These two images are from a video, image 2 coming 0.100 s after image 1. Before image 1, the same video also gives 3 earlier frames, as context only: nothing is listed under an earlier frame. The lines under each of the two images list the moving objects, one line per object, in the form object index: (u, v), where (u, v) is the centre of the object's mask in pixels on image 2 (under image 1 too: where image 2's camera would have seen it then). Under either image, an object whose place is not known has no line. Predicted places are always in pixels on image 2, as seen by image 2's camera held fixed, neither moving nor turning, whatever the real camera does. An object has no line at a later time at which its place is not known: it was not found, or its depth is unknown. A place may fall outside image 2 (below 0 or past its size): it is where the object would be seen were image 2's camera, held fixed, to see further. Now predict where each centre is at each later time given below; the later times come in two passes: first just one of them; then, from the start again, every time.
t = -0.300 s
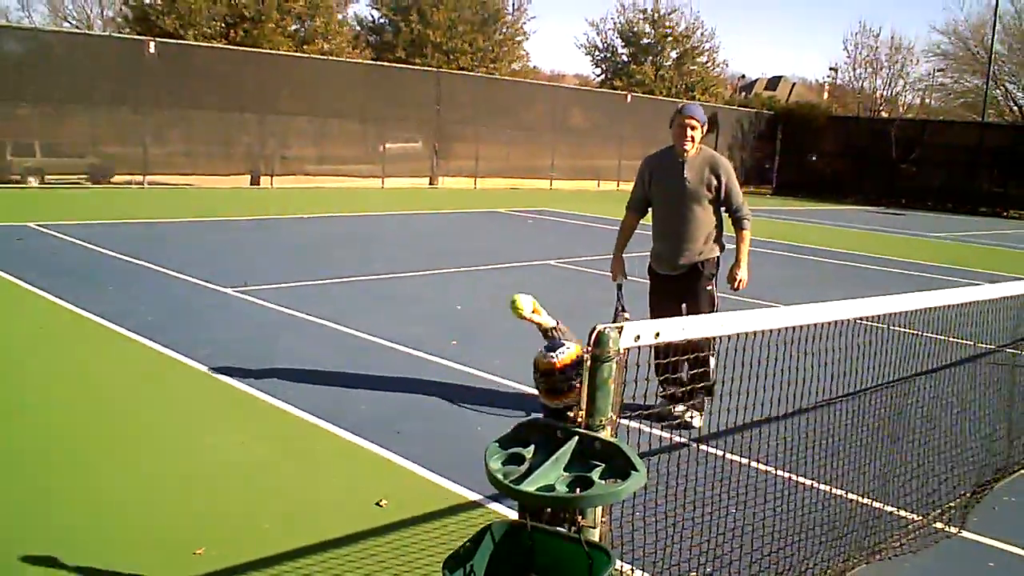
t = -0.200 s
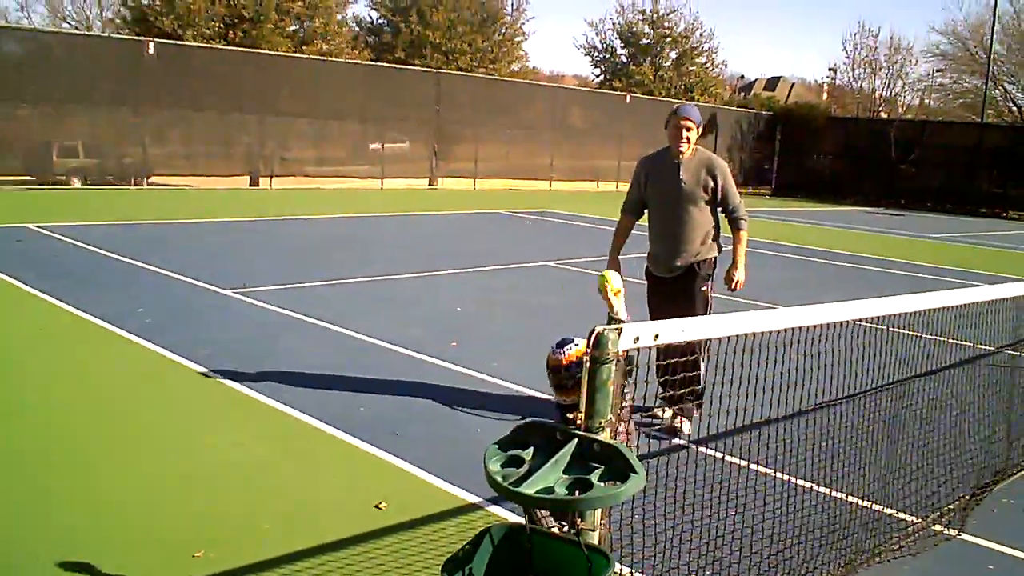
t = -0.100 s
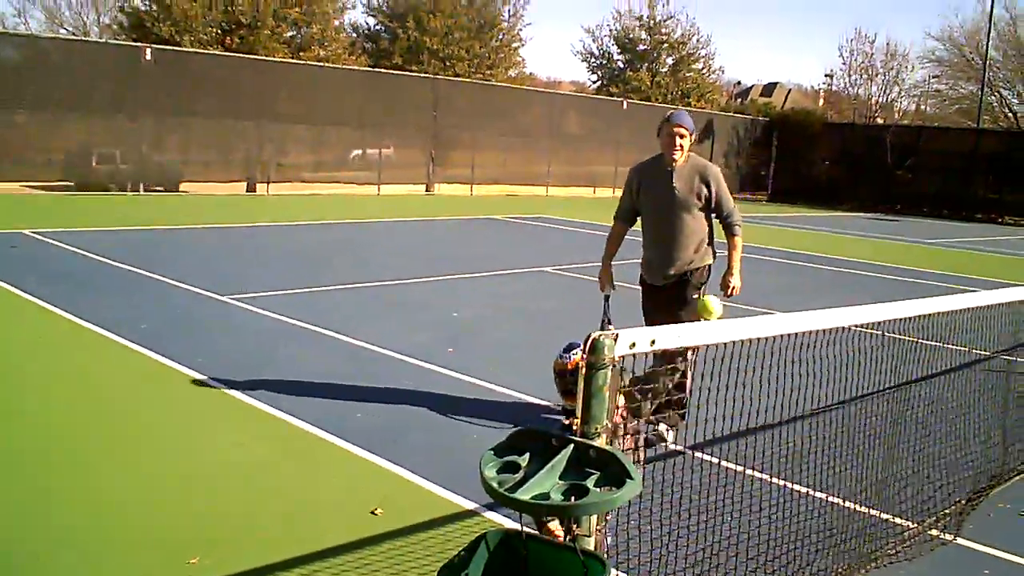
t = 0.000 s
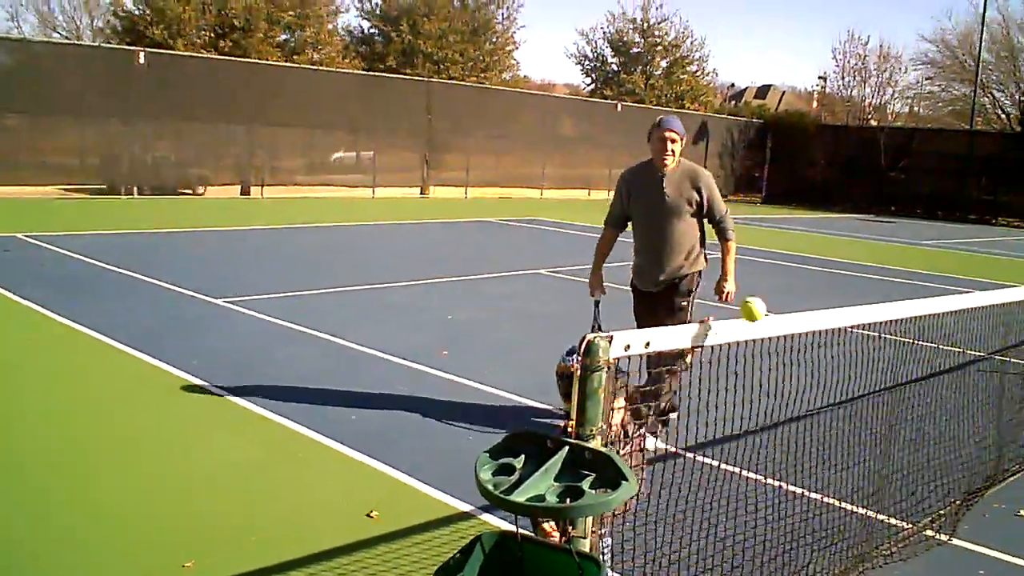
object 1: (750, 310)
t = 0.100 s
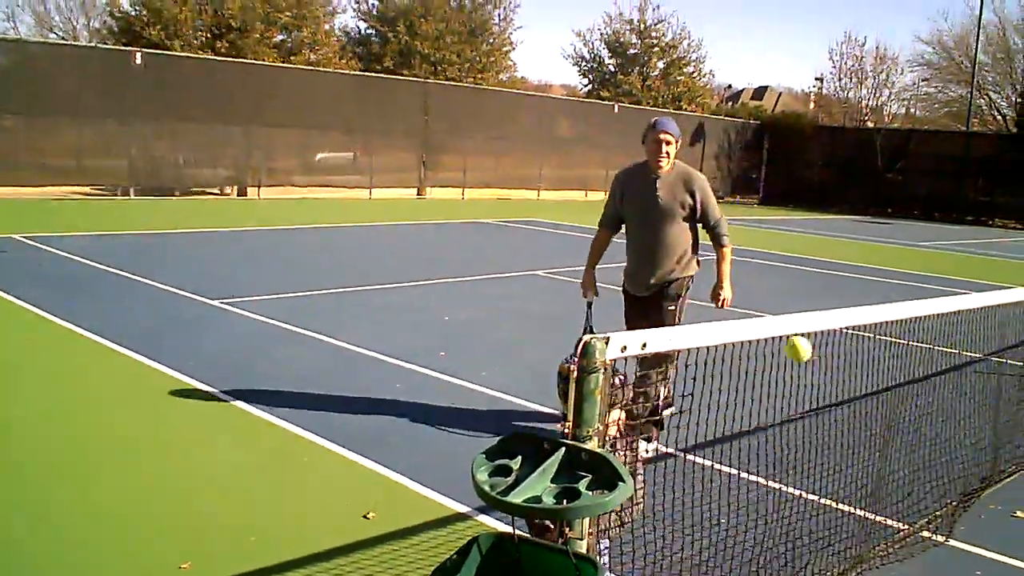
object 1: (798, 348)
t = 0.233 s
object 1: (859, 462)
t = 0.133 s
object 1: (814, 370)
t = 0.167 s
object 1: (830, 396)
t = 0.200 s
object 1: (844, 427)
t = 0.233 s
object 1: (859, 462)
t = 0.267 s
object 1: (874, 502)
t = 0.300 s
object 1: (886, 547)
